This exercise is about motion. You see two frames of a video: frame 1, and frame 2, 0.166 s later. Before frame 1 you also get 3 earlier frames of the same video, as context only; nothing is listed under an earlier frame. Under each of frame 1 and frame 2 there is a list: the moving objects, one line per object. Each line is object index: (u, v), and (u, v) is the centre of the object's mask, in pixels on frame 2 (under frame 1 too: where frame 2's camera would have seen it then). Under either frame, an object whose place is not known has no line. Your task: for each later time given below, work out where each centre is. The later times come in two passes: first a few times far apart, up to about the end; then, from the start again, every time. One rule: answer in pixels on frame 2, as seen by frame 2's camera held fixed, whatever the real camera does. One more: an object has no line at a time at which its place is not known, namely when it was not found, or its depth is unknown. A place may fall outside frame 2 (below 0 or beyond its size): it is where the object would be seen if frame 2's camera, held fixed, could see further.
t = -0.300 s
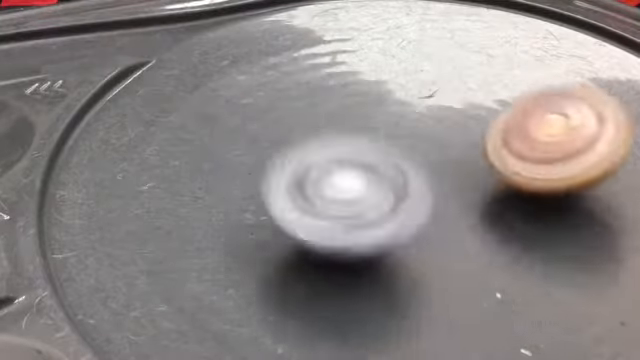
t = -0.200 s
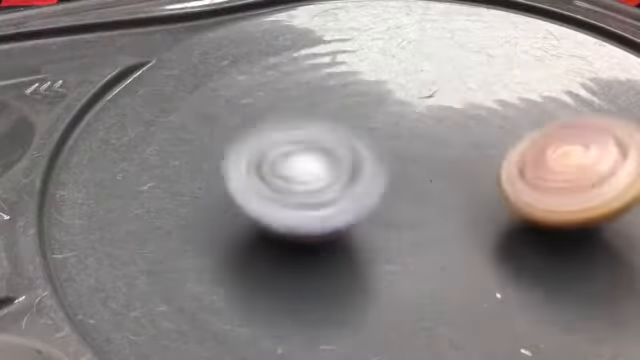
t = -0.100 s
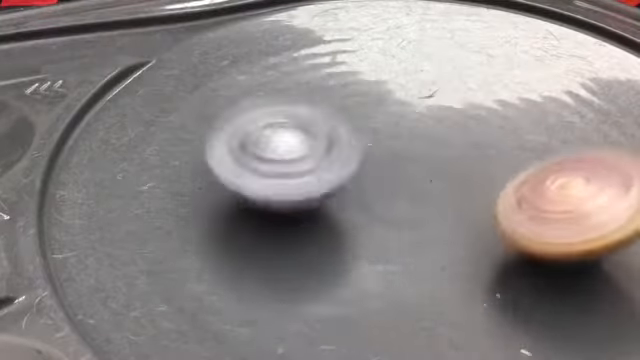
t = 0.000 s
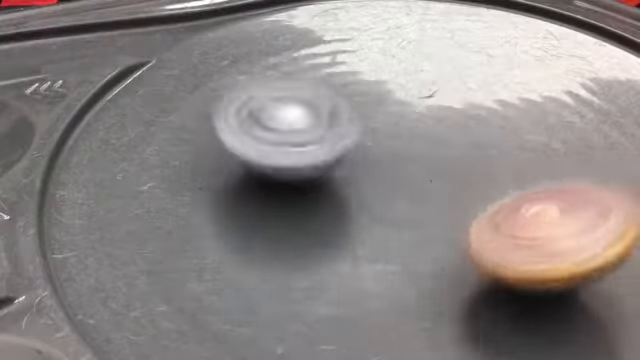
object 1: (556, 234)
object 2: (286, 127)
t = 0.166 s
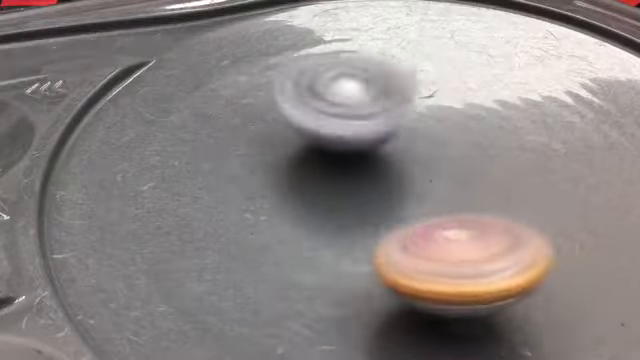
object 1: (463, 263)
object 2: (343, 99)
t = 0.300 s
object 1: (373, 254)
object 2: (410, 99)
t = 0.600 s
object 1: (254, 166)
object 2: (519, 155)
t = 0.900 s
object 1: (301, 86)
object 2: (441, 219)
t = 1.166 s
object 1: (413, 70)
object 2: (314, 173)
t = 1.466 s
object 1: (528, 126)
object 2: (307, 100)
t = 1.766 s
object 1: (518, 221)
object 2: (433, 99)
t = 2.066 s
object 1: (348, 241)
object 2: (526, 171)
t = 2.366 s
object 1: (252, 160)
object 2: (453, 230)
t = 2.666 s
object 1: (315, 89)
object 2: (306, 184)
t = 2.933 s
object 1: (434, 86)
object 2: (276, 115)
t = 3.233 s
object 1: (536, 155)
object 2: (372, 91)
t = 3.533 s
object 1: (485, 236)
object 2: (496, 124)
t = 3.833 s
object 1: (320, 217)
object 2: (538, 187)
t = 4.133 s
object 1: (278, 130)
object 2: (401, 212)
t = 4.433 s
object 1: (373, 85)
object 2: (280, 179)
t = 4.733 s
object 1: (493, 119)
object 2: (288, 126)
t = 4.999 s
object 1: (519, 193)
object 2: (378, 102)
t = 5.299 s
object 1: (390, 233)
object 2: (476, 99)
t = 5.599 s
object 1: (282, 166)
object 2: (508, 153)
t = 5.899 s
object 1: (332, 101)
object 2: (448, 213)
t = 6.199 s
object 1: (450, 104)
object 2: (350, 216)
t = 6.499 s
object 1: (512, 177)
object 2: (310, 164)
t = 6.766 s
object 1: (427, 228)
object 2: (320, 112)
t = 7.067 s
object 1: (299, 185)
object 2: (388, 96)
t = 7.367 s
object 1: (318, 115)
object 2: (470, 132)
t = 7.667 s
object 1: (427, 102)
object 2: (509, 182)
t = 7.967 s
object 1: (481, 123)
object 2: (501, 244)
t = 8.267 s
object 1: (469, 97)
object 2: (429, 285)
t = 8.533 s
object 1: (425, 103)
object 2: (356, 235)
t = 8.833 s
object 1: (385, 93)
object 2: (335, 229)
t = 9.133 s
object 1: (377, 88)
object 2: (336, 188)
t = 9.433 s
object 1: (386, 96)
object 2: (306, 176)
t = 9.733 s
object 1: (392, 111)
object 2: (303, 180)
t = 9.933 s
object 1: (405, 114)
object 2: (307, 181)
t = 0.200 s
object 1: (441, 263)
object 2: (360, 97)
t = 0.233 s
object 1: (418, 259)
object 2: (379, 99)
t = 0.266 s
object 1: (395, 258)
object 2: (393, 99)
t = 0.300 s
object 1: (373, 254)
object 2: (410, 99)
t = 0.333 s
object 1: (352, 248)
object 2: (426, 103)
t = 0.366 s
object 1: (333, 241)
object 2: (441, 107)
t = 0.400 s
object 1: (316, 232)
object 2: (457, 111)
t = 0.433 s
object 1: (301, 222)
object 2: (465, 117)
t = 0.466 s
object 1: (287, 212)
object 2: (481, 123)
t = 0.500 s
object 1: (275, 201)
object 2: (495, 131)
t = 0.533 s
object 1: (266, 190)
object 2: (504, 138)
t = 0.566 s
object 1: (259, 177)
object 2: (517, 146)
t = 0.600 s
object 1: (254, 166)
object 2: (519, 155)
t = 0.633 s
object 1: (252, 154)
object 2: (524, 168)
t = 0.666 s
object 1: (253, 143)
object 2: (526, 175)
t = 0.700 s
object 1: (254, 132)
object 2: (523, 183)
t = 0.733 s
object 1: (258, 123)
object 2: (517, 192)
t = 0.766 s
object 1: (264, 114)
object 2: (500, 204)
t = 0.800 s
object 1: (271, 106)
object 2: (491, 208)
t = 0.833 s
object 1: (279, 99)
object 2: (473, 215)
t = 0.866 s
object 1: (289, 92)
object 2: (459, 216)
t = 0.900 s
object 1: (301, 86)
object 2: (441, 219)
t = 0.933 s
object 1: (313, 81)
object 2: (415, 218)
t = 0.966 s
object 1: (325, 77)
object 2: (398, 215)
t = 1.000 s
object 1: (338, 74)
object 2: (377, 210)
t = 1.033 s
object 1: (353, 71)
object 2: (366, 202)
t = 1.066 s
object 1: (368, 70)
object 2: (347, 197)
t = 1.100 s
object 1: (382, 69)
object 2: (338, 190)
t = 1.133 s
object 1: (398, 70)
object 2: (323, 183)
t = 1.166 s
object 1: (413, 70)
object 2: (314, 173)
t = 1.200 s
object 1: (429, 73)
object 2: (303, 168)
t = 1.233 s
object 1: (443, 76)
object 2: (294, 157)
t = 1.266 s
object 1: (456, 80)
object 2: (291, 145)
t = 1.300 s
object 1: (470, 86)
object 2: (286, 138)
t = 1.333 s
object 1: (483, 92)
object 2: (288, 129)
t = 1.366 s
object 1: (496, 100)
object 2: (287, 122)
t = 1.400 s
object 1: (508, 108)
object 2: (292, 114)
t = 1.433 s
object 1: (519, 116)
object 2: (297, 108)
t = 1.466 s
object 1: (528, 126)
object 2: (307, 100)
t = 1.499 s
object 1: (537, 136)
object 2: (317, 96)
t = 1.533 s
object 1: (543, 146)
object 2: (329, 92)
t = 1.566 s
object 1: (546, 154)
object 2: (341, 89)
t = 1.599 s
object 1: (548, 167)
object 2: (356, 88)
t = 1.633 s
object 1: (547, 179)
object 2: (373, 89)
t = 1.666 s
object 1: (543, 191)
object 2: (387, 90)
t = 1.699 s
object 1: (538, 200)
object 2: (404, 91)
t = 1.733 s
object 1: (529, 212)
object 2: (418, 95)
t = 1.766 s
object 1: (518, 221)
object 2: (433, 99)
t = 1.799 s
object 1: (506, 229)
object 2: (444, 105)
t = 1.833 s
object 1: (490, 238)
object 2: (459, 111)
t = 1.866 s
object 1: (472, 243)
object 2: (469, 117)
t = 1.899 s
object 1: (453, 247)
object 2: (481, 124)
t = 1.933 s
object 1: (433, 250)
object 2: (489, 131)
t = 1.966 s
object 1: (412, 250)
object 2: (500, 139)
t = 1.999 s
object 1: (390, 247)
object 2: (510, 152)
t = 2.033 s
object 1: (368, 244)
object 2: (521, 163)
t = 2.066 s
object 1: (348, 241)
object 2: (526, 171)
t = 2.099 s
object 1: (331, 237)
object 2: (530, 177)
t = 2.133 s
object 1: (313, 230)
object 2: (530, 185)
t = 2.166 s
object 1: (299, 222)
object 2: (528, 198)
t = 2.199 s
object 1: (285, 212)
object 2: (522, 208)
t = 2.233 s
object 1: (273, 202)
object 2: (515, 213)
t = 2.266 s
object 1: (264, 192)
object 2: (502, 221)
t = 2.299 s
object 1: (257, 181)
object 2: (487, 225)
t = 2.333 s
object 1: (254, 170)
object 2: (468, 230)
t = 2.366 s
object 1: (252, 160)
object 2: (453, 230)
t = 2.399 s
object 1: (252, 150)
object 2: (428, 231)
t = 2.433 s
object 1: (254, 141)
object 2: (414, 227)
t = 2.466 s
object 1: (257, 131)
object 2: (391, 225)
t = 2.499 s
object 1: (264, 123)
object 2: (377, 219)
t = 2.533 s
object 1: (272, 115)
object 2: (358, 213)
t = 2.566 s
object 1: (281, 106)
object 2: (348, 206)
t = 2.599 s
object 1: (291, 100)
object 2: (330, 198)
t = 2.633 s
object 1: (303, 93)
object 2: (321, 192)
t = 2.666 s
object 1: (315, 89)
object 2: (306, 184)
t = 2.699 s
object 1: (330, 83)
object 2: (299, 175)
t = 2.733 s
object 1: (344, 82)
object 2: (288, 167)
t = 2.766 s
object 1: (360, 82)
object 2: (284, 158)
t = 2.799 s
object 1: (376, 82)
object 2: (276, 149)
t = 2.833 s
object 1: (391, 83)
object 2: (275, 138)
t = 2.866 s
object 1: (406, 83)
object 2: (271, 133)
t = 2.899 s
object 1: (419, 83)
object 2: (274, 122)
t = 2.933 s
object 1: (434, 86)
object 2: (276, 115)
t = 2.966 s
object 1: (447, 91)
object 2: (280, 111)
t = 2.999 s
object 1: (463, 96)
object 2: (288, 105)
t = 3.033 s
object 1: (477, 103)
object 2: (296, 100)
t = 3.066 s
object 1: (491, 110)
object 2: (308, 96)
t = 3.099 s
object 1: (502, 118)
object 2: (318, 93)
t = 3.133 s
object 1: (512, 126)
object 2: (331, 91)
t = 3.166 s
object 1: (521, 135)
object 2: (344, 89)
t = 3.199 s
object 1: (530, 144)
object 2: (361, 89)
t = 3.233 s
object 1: (536, 155)
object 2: (372, 91)
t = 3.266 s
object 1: (541, 166)
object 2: (389, 91)
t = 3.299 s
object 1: (542, 176)
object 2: (401, 94)
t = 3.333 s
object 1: (541, 184)
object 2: (417, 96)
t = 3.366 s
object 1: (537, 196)
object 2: (430, 100)
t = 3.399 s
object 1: (531, 206)
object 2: (445, 103)
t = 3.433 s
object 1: (523, 215)
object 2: (458, 108)
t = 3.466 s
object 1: (512, 223)
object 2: (473, 112)
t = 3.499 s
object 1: (499, 230)
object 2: (484, 119)
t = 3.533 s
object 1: (485, 236)
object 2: (496, 124)
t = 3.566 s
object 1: (467, 241)
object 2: (504, 129)
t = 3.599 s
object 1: (448, 244)
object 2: (511, 135)
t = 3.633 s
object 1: (429, 243)
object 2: (521, 139)
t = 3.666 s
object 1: (410, 242)
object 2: (529, 147)
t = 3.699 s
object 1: (390, 242)
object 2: (539, 155)
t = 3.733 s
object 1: (370, 239)
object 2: (542, 168)
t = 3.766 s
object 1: (351, 234)
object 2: (544, 171)
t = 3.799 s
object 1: (335, 226)
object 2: (540, 183)
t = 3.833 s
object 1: (320, 217)
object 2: (538, 187)
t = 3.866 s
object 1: (306, 210)
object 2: (530, 193)
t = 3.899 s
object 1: (295, 201)
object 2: (513, 200)
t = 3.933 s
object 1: (286, 189)
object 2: (503, 202)
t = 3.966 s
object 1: (279, 178)
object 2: (480, 209)
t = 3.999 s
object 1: (274, 169)
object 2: (469, 210)
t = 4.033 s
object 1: (273, 159)
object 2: (452, 209)
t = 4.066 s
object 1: (273, 149)
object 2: (436, 214)
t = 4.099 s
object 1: (275, 139)
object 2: (423, 210)
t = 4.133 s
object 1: (278, 130)
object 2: (401, 212)
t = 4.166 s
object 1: (283, 121)
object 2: (389, 208)
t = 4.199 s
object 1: (289, 113)
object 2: (368, 207)
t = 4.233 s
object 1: (298, 106)
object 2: (356, 205)
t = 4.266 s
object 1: (308, 100)
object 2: (340, 202)
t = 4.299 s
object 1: (320, 96)
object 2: (328, 201)
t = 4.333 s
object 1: (332, 91)
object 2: (315, 195)
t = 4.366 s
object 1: (345, 90)
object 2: (300, 190)
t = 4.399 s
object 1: (360, 88)
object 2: (293, 184)
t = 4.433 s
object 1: (373, 85)
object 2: (280, 179)
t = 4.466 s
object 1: (387, 85)
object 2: (275, 174)
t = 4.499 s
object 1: (401, 86)
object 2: (270, 168)
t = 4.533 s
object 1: (415, 88)
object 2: (263, 161)
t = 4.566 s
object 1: (430, 91)
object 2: (264, 153)
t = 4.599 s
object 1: (445, 94)
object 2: (262, 148)
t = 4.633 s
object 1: (457, 99)
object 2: (268, 140)
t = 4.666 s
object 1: (469, 104)
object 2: (274, 135)
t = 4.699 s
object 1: (481, 112)
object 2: (280, 133)
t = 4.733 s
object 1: (493, 119)
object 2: (288, 126)
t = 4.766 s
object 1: (503, 127)
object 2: (297, 123)
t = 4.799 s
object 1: (511, 135)
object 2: (312, 117)
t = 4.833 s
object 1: (518, 144)
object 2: (323, 114)
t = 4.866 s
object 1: (522, 155)
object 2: (334, 112)
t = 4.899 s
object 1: (526, 162)
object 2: (344, 109)
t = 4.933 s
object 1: (526, 175)
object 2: (353, 106)
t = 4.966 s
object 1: (524, 183)
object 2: (366, 103)
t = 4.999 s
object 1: (519, 193)
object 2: (378, 102)
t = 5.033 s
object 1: (511, 203)
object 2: (393, 100)
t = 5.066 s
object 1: (502, 211)
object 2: (401, 99)
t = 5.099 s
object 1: (490, 218)
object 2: (412, 97)
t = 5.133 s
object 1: (477, 224)
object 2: (424, 95)
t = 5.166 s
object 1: (461, 229)
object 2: (437, 95)
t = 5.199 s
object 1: (444, 233)
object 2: (450, 95)
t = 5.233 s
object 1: (426, 235)
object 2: (459, 95)
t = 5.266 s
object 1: (409, 234)
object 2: (467, 98)
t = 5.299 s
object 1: (390, 233)
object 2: (476, 99)
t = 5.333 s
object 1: (370, 230)
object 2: (488, 103)
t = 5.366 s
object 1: (353, 225)
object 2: (497, 108)
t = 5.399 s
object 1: (338, 219)
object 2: (502, 114)
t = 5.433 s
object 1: (323, 212)
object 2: (504, 118)
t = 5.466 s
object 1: (310, 203)
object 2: (512, 124)
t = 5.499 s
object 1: (299, 194)
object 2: (513, 133)
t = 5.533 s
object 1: (292, 184)
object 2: (513, 141)
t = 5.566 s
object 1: (286, 176)
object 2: (513, 146)
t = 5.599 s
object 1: (282, 166)
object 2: (508, 153)
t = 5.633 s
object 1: (281, 157)
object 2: (504, 160)
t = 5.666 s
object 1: (282, 147)
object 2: (497, 175)
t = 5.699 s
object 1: (284, 140)
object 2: (495, 177)
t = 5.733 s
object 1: (288, 131)
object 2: (489, 184)
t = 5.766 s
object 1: (294, 123)
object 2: (478, 191)
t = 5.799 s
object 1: (301, 117)
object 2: (475, 196)
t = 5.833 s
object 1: (311, 112)
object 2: (467, 203)
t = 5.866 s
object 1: (321, 107)
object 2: (456, 210)
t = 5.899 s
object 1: (332, 101)
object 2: (448, 213)
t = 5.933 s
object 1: (344, 98)
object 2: (435, 216)
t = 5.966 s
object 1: (357, 96)
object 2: (429, 223)
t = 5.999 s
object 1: (372, 95)
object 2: (417, 224)
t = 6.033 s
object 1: (385, 93)
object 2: (399, 227)
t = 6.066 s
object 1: (397, 93)
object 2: (391, 227)
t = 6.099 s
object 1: (411, 95)
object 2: (384, 226)
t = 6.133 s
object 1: (426, 97)
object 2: (368, 226)
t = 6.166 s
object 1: (440, 100)
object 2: (361, 221)
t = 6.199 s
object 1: (450, 104)
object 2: (350, 216)
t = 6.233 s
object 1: (463, 110)
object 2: (343, 214)
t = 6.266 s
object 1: (475, 116)
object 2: (338, 208)
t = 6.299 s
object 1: (486, 124)
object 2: (327, 201)
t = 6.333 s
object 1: (494, 131)
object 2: (327, 195)
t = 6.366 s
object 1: (501, 140)
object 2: (324, 188)
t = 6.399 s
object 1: (507, 149)
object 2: (315, 182)
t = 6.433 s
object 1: (513, 158)
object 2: (316, 176)
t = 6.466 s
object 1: (514, 164)
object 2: (314, 171)
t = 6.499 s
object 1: (512, 177)
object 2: (310, 164)
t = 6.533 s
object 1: (509, 185)
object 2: (312, 155)
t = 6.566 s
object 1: (505, 194)
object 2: (312, 149)
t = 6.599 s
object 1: (497, 203)
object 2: (311, 146)
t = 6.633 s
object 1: (486, 209)
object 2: (312, 136)
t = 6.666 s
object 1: (474, 216)
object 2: (315, 129)
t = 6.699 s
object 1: (460, 221)
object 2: (320, 125)
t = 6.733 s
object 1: (445, 225)
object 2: (318, 118)
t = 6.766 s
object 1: (427, 228)
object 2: (320, 112)
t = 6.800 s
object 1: (410, 229)
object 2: (331, 106)
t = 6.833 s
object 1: (392, 228)
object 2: (334, 103)
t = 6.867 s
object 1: (376, 225)
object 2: (336, 98)
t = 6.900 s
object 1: (359, 222)
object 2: (347, 94)
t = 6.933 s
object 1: (342, 216)
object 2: (355, 93)
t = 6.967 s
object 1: (330, 209)
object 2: (360, 92)
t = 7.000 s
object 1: (318, 203)
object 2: (372, 92)
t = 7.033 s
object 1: (307, 194)
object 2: (383, 93)
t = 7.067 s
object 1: (299, 185)
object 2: (388, 96)
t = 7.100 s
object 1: (294, 176)
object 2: (400, 97)
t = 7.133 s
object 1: (291, 167)
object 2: (410, 100)
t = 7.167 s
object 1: (289, 158)
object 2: (418, 105)
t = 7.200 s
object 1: (289, 150)
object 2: (423, 106)
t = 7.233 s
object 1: (292, 141)
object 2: (433, 112)
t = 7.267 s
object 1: (296, 134)
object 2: (446, 118)
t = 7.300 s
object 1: (302, 126)
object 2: (445, 121)
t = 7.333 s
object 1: (309, 120)
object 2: (455, 125)
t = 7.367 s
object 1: (318, 115)
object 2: (470, 132)
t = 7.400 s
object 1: (328, 111)
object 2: (469, 136)
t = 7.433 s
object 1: (339, 106)
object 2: (476, 140)
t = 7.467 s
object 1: (350, 105)
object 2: (490, 147)
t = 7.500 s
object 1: (364, 101)
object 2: (495, 152)
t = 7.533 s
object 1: (375, 99)
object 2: (499, 157)
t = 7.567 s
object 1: (389, 99)
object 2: (508, 161)
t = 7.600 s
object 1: (402, 100)
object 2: (512, 166)
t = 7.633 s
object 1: (414, 101)
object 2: (508, 175)
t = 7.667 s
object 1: (427, 102)
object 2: (509, 182)
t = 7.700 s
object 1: (437, 104)
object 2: (508, 186)
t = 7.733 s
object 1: (448, 102)
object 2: (511, 203)
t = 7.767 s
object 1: (457, 101)
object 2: (514, 219)
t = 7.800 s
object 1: (461, 103)
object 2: (514, 229)
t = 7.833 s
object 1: (466, 108)
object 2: (506, 229)
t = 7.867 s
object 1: (472, 113)
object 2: (513, 232)
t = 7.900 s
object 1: (476, 119)
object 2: (512, 230)
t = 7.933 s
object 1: (479, 125)
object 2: (502, 230)
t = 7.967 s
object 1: (481, 123)
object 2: (501, 244)
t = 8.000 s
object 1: (485, 111)
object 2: (501, 254)
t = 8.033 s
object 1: (488, 99)
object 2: (487, 276)
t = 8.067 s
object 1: (488, 93)
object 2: (479, 282)
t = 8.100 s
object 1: (487, 93)
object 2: (475, 284)
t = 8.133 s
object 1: (482, 93)
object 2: (466, 290)
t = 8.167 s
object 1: (478, 94)
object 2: (455, 288)
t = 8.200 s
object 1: (475, 94)
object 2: (443, 291)
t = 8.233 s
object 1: (471, 95)
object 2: (434, 290)
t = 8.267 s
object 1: (469, 97)
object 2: (429, 285)
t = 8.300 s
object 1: (463, 98)
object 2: (422, 286)
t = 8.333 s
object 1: (459, 99)
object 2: (406, 278)
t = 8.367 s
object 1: (453, 100)
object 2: (405, 271)
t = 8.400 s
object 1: (448, 101)
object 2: (398, 262)
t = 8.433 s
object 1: (443, 102)
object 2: (385, 255)
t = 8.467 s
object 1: (437, 103)
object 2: (383, 245)
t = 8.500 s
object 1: (432, 103)
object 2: (369, 240)
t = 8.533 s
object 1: (425, 103)
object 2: (356, 235)
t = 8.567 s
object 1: (420, 102)
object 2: (351, 242)
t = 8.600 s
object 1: (415, 102)
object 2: (345, 237)
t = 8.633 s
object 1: (409, 101)
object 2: (344, 236)
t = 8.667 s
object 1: (405, 100)
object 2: (340, 235)
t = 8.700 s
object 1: (400, 99)
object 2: (344, 233)
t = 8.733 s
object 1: (397, 98)
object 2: (343, 229)
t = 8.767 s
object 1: (392, 96)
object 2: (344, 232)
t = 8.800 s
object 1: (389, 95)
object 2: (338, 229)
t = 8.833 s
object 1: (385, 93)
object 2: (335, 229)
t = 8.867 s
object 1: (383, 92)
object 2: (339, 225)
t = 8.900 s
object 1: (381, 91)
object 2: (337, 223)
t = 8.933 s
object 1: (380, 90)
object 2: (341, 219)
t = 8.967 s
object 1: (379, 89)
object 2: (339, 213)
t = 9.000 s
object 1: (377, 88)
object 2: (343, 206)
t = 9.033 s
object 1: (377, 88)
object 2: (338, 204)
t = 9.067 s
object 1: (376, 88)
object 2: (340, 196)
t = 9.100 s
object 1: (376, 88)
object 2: (334, 194)
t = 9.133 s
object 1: (377, 88)
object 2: (336, 188)
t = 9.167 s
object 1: (377, 87)
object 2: (331, 183)
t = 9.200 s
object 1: (378, 88)
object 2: (328, 182)
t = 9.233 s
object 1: (380, 88)
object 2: (323, 175)
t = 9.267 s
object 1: (379, 89)
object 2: (321, 175)
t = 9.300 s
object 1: (382, 92)
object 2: (317, 177)
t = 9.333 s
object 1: (385, 94)
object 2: (309, 176)
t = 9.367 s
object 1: (385, 95)
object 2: (305, 175)
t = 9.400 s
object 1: (384, 95)
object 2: (306, 174)
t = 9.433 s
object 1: (386, 96)
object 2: (306, 176)
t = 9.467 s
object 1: (387, 100)
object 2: (306, 175)
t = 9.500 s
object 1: (389, 100)
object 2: (307, 175)
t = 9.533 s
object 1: (386, 103)
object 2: (306, 177)
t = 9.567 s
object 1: (387, 105)
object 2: (304, 178)
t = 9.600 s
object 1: (388, 106)
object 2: (303, 178)
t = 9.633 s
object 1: (389, 108)
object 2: (301, 181)
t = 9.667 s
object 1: (391, 109)
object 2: (300, 182)
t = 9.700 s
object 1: (392, 110)
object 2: (301, 181)
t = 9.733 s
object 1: (392, 111)
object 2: (303, 180)
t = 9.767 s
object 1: (394, 111)
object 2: (305, 180)
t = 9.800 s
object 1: (398, 112)
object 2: (307, 180)
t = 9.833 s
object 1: (401, 113)
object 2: (307, 181)
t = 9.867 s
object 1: (402, 114)
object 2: (307, 181)
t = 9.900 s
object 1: (404, 114)
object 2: (307, 181)
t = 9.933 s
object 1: (405, 114)
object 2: (307, 181)
